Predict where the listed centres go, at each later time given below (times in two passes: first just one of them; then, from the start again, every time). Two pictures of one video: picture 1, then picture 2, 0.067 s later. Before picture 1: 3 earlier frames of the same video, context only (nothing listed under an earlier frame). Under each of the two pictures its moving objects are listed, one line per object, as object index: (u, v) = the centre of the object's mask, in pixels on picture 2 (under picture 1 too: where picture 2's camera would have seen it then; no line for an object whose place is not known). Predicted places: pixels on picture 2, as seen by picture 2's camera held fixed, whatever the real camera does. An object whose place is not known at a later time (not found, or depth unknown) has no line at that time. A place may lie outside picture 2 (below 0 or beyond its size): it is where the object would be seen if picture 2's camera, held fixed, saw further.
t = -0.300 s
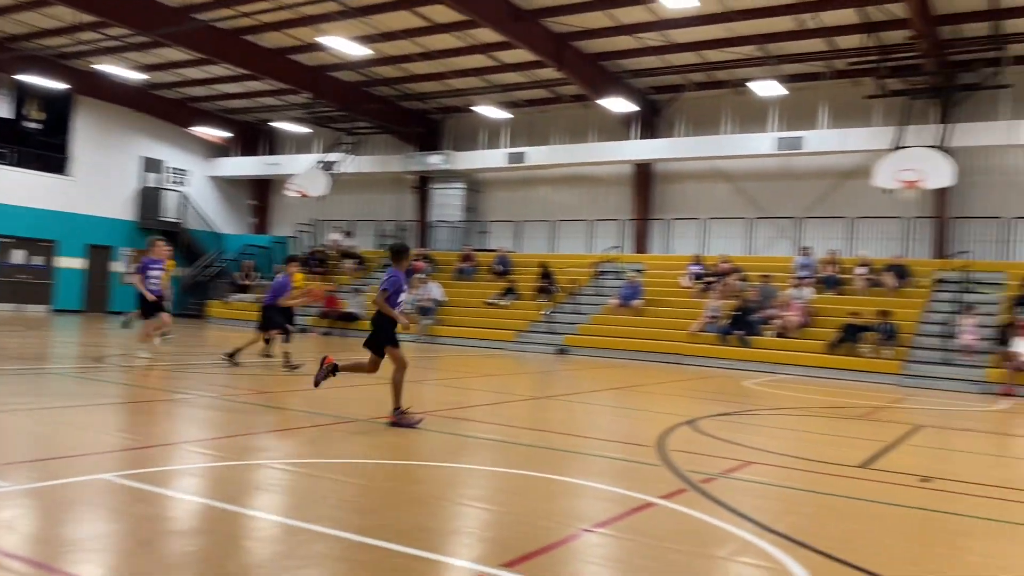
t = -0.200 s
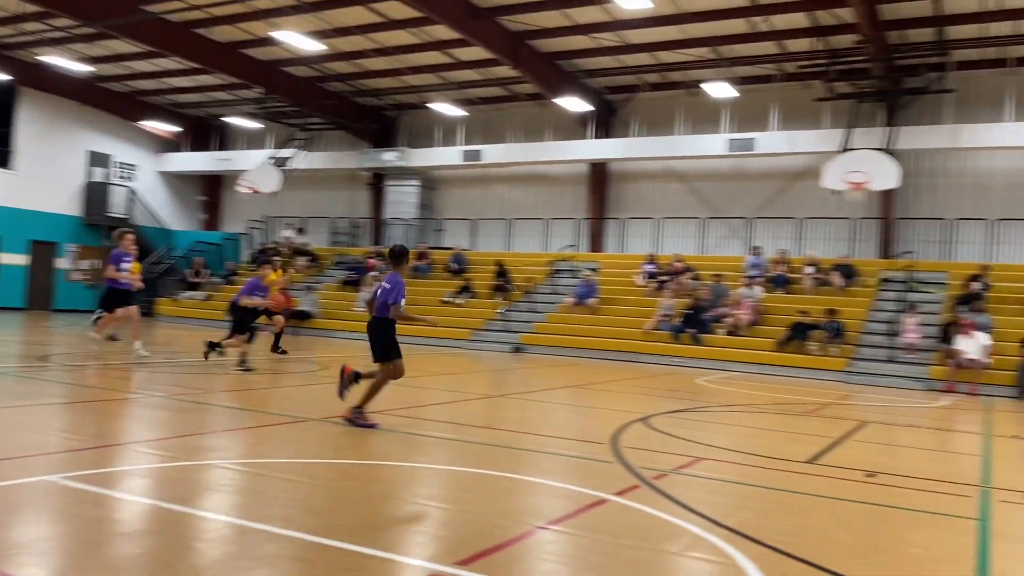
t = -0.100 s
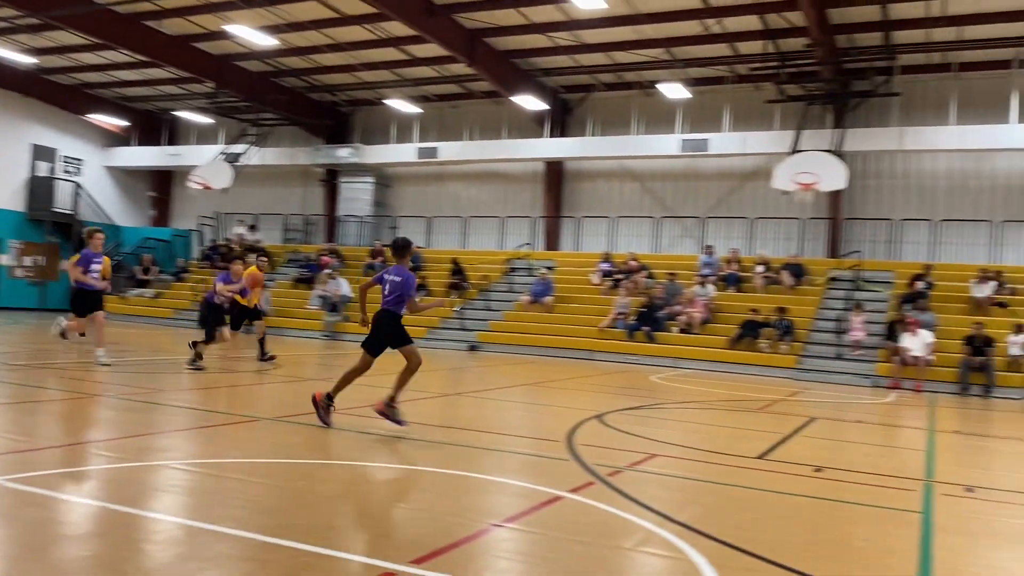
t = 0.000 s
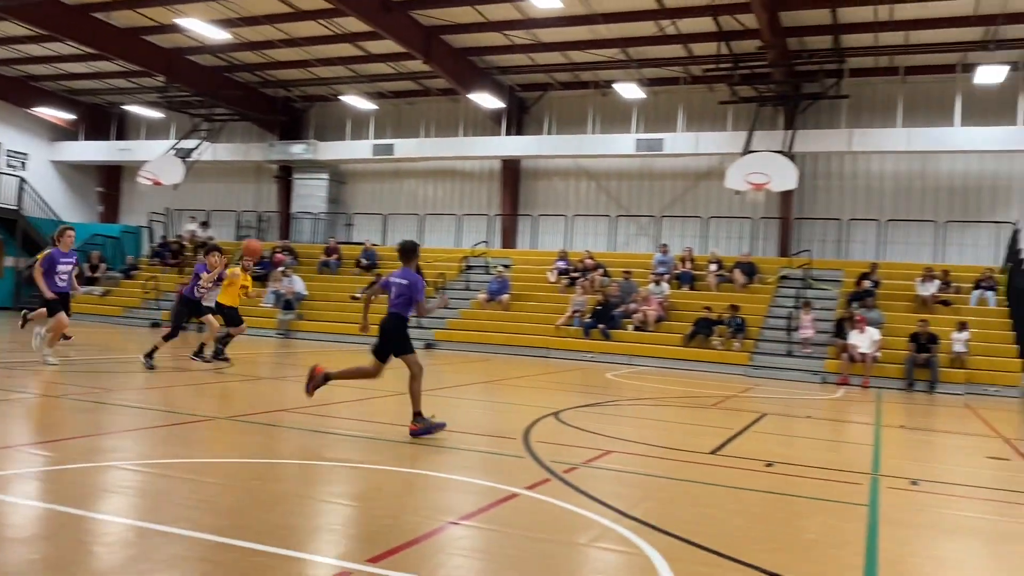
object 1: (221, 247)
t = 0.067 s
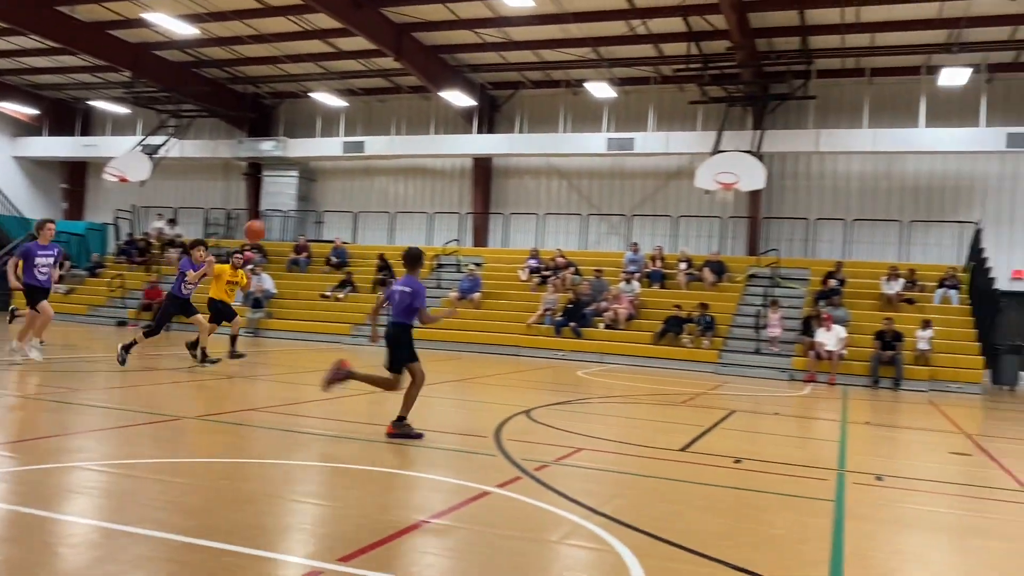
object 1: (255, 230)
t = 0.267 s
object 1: (367, 198)
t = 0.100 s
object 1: (272, 224)
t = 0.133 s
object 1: (290, 217)
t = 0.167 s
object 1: (308, 211)
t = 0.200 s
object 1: (328, 206)
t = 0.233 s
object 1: (347, 202)
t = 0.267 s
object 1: (367, 198)
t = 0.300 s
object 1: (387, 196)
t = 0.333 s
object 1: (408, 195)
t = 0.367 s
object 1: (429, 194)
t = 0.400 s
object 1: (452, 194)
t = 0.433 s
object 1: (474, 195)
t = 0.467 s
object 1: (499, 198)
